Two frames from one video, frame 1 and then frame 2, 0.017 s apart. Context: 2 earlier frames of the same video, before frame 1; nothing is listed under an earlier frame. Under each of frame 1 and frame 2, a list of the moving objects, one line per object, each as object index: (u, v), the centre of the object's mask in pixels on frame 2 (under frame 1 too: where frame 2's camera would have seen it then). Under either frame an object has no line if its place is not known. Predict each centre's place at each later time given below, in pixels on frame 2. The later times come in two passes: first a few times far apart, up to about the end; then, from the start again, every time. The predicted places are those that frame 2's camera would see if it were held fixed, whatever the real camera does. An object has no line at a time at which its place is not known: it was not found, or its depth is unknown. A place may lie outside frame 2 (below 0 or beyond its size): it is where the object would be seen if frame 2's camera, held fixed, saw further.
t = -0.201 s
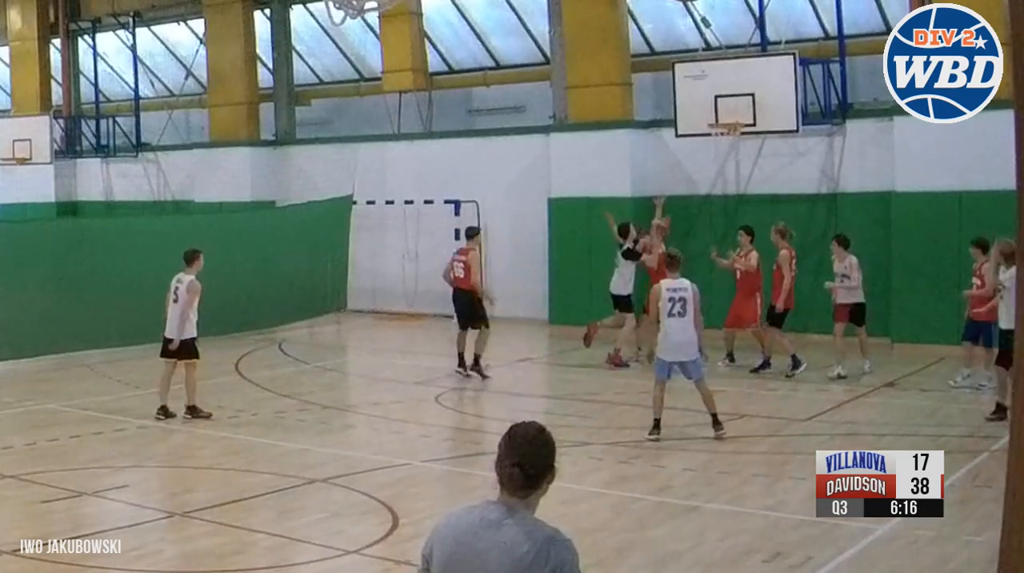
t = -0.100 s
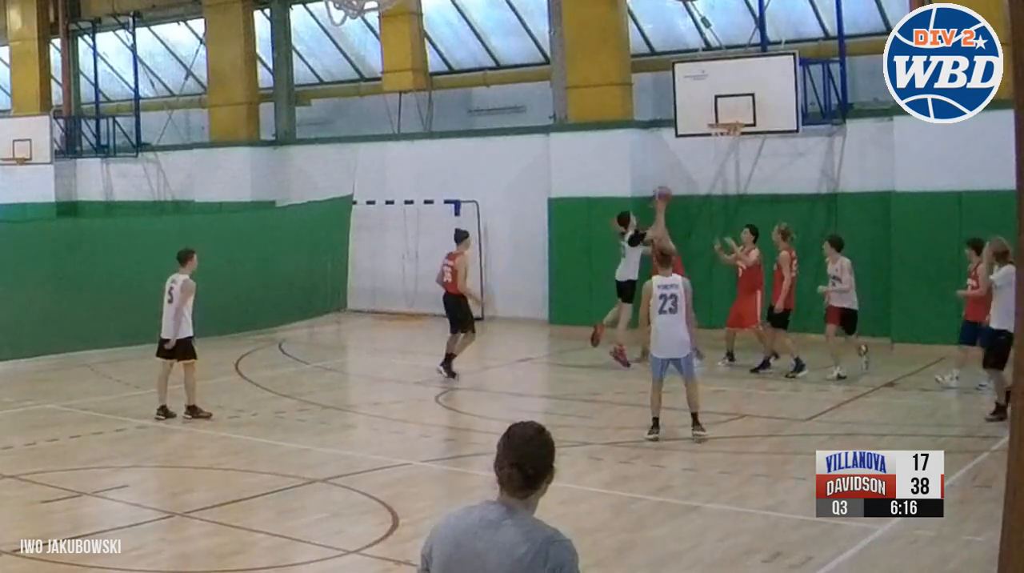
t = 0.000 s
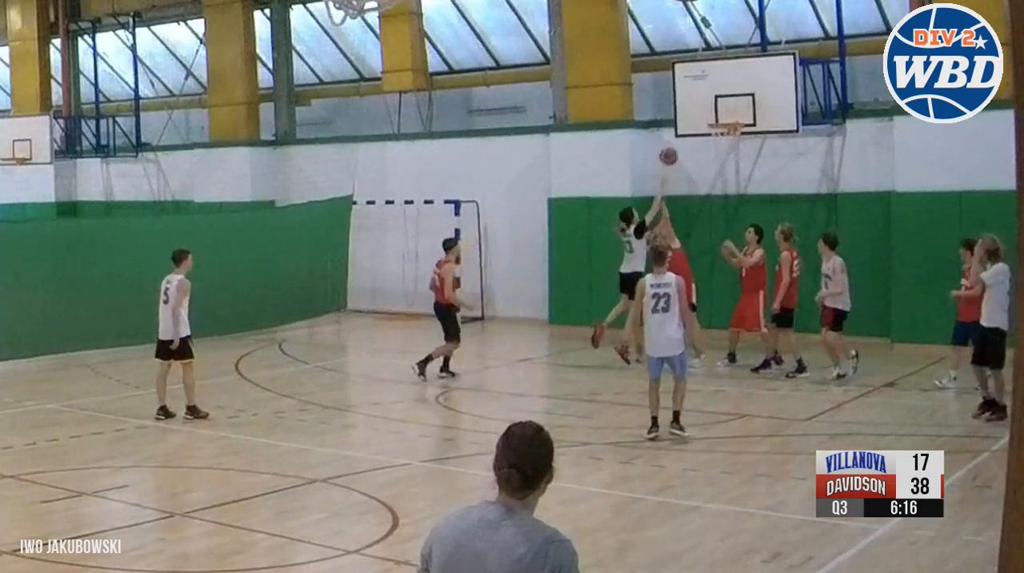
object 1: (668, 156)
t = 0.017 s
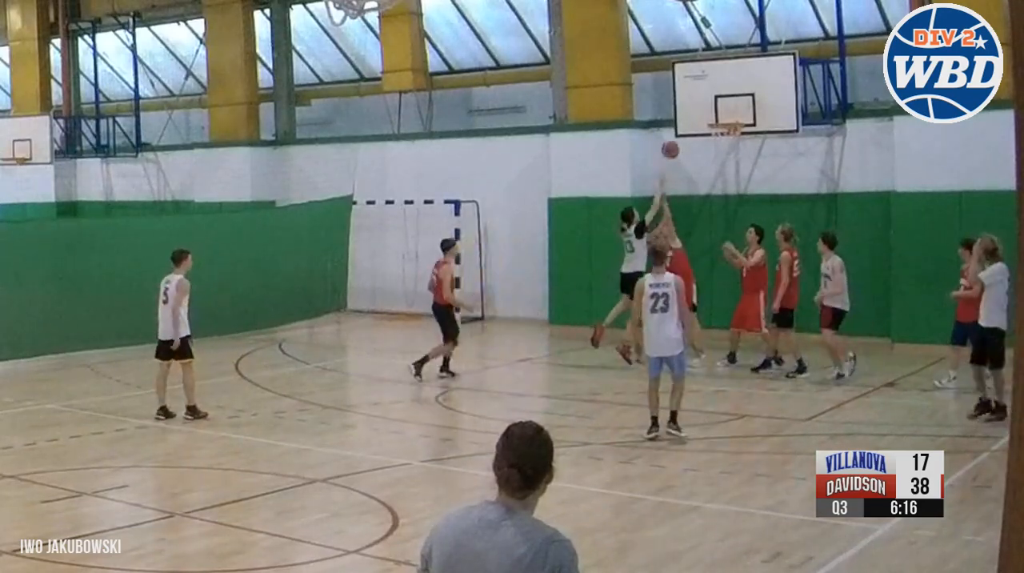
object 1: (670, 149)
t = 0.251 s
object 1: (692, 86)
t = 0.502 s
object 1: (715, 67)
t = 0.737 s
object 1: (731, 91)
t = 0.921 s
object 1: (724, 126)
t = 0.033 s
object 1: (672, 144)
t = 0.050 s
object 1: (673, 137)
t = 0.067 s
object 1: (675, 132)
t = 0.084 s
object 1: (677, 128)
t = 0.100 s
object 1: (679, 123)
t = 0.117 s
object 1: (680, 117)
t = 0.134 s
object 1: (681, 112)
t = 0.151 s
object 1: (682, 108)
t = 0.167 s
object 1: (684, 103)
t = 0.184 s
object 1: (685, 100)
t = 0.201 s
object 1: (687, 97)
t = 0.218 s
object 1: (688, 93)
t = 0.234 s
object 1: (690, 90)
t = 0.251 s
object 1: (692, 86)
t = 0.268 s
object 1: (693, 84)
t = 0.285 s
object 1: (695, 81)
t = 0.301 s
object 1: (696, 79)
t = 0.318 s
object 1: (698, 77)
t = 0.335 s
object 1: (699, 76)
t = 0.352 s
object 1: (701, 73)
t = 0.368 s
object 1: (702, 72)
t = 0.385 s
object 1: (704, 70)
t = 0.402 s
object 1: (705, 70)
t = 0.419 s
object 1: (707, 69)
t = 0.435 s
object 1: (709, 68)
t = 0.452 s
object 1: (710, 68)
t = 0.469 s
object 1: (712, 67)
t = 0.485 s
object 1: (713, 67)
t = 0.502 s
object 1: (715, 67)
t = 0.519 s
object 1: (716, 68)
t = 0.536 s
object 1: (718, 69)
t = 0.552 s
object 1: (720, 70)
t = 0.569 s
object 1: (722, 70)
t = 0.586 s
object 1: (723, 72)
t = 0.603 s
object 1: (725, 73)
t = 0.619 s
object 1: (727, 75)
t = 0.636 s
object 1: (729, 77)
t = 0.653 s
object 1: (730, 79)
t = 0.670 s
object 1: (732, 82)
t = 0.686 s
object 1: (732, 84)
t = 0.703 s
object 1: (732, 85)
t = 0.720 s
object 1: (732, 88)
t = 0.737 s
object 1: (731, 91)
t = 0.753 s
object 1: (731, 94)
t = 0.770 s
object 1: (731, 98)
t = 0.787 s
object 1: (730, 101)
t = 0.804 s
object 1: (730, 104)
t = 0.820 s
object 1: (729, 108)
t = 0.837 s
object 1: (729, 112)
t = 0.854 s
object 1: (729, 115)
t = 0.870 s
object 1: (727, 118)
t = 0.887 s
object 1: (726, 121)
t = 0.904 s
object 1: (725, 122)
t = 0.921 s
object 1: (724, 126)
